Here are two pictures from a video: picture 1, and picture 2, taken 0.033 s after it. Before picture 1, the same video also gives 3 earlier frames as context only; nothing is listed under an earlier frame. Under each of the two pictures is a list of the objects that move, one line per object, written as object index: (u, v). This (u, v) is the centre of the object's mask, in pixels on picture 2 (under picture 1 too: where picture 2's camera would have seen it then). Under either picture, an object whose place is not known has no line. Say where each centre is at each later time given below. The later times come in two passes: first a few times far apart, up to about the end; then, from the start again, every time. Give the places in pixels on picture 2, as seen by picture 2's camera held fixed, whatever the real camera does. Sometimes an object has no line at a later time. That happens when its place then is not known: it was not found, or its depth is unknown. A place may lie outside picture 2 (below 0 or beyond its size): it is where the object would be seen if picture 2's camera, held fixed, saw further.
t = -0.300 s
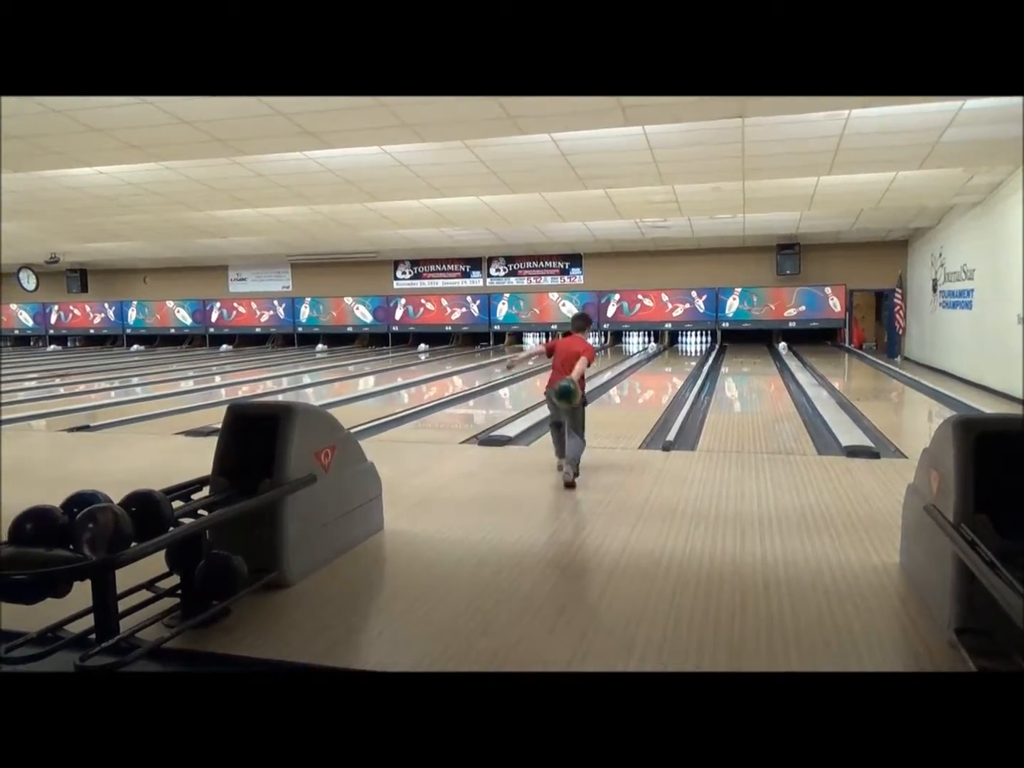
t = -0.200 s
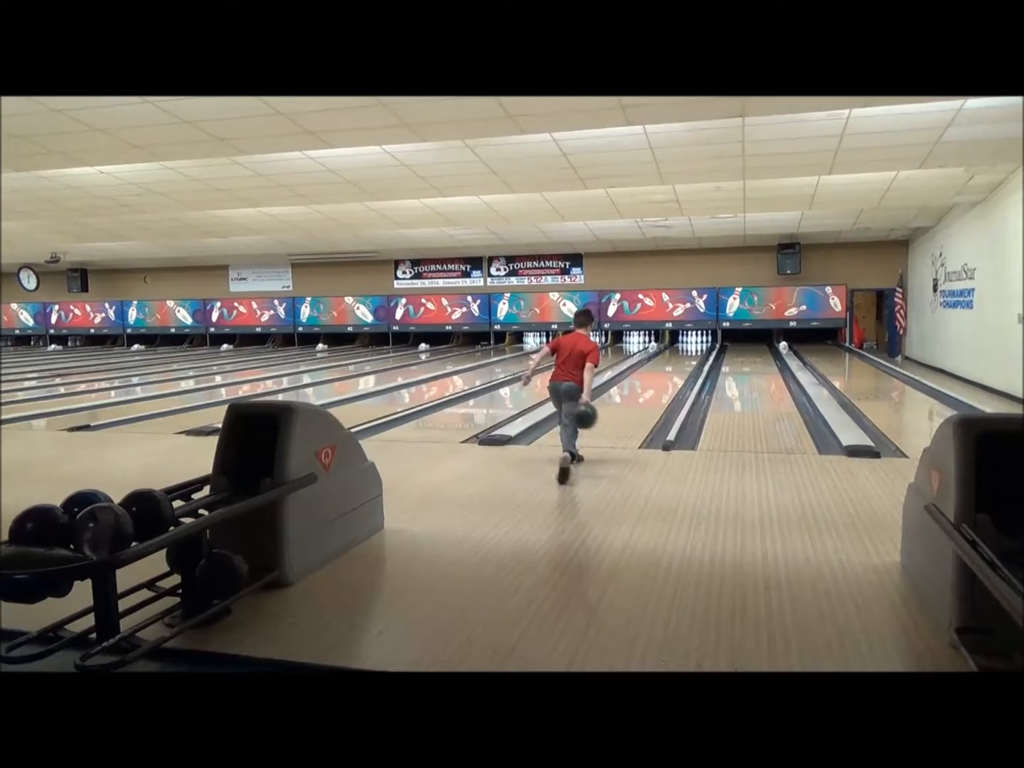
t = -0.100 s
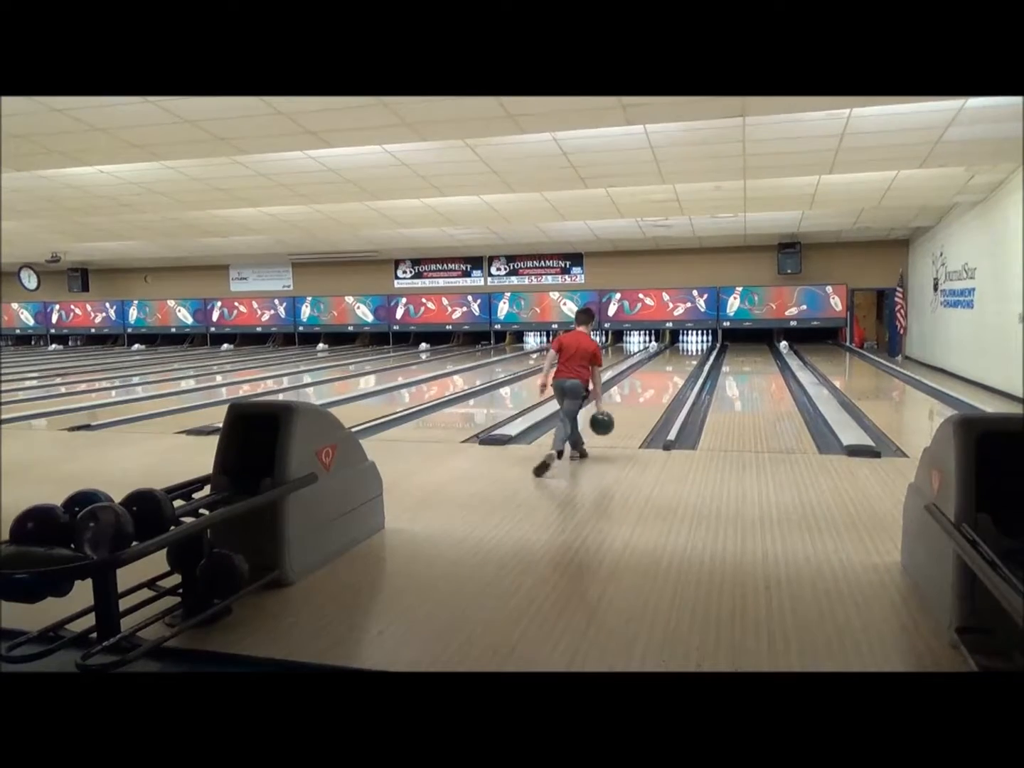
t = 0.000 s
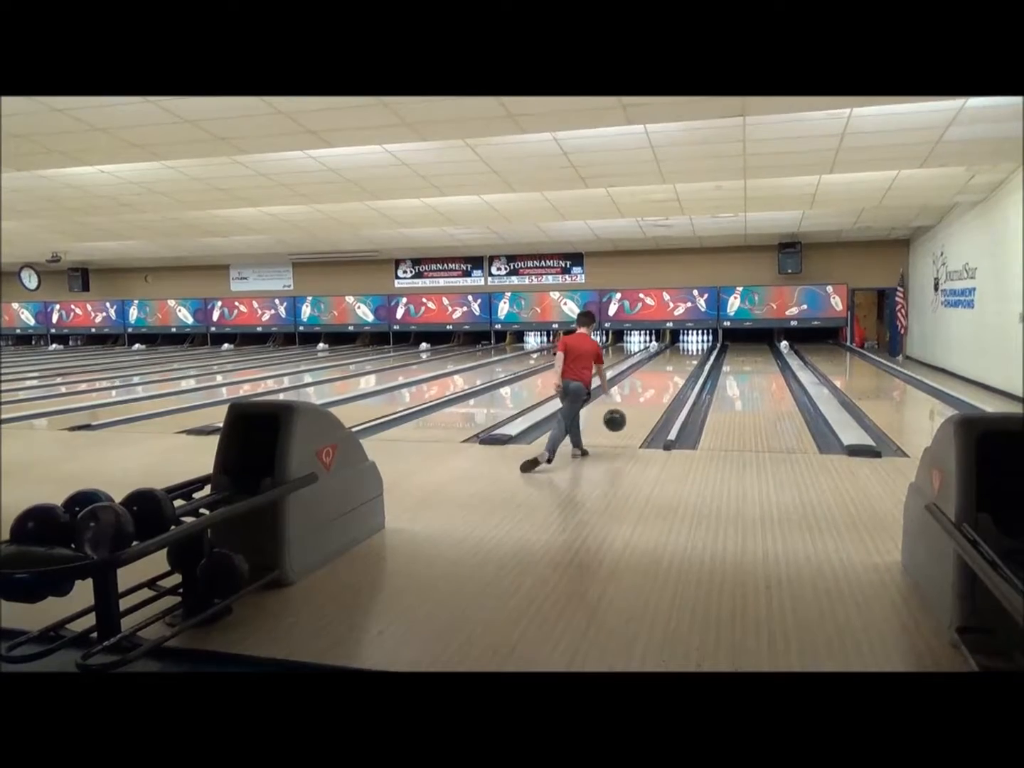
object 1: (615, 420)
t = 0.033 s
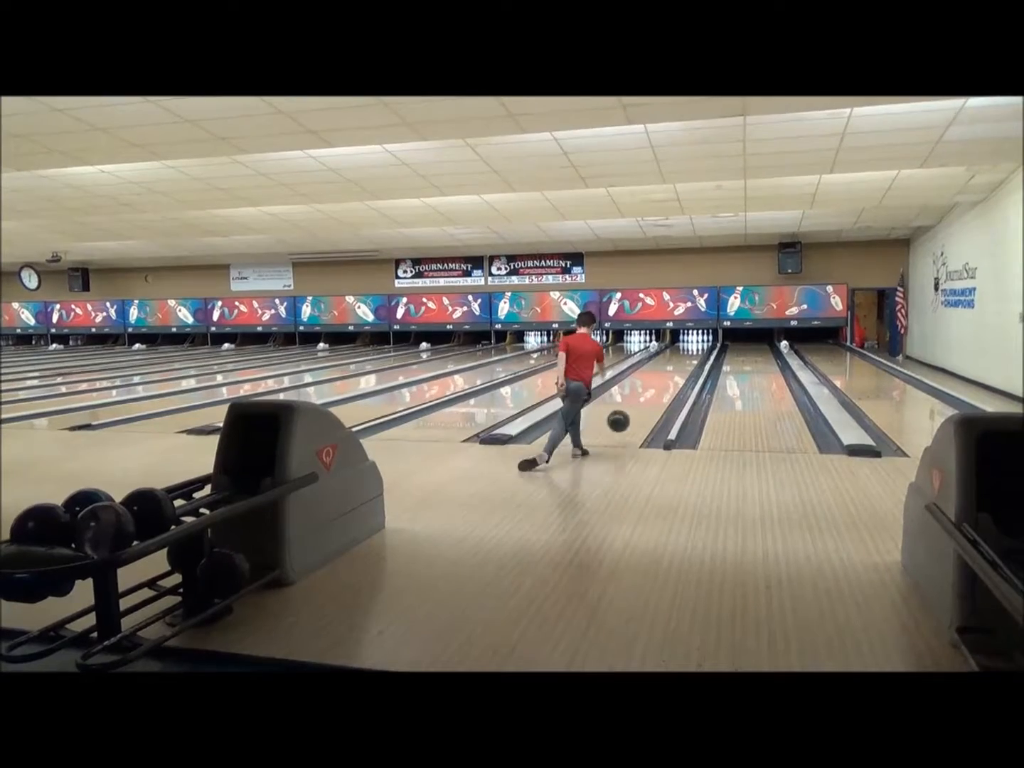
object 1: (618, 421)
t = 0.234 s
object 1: (636, 416)
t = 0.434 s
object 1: (649, 402)
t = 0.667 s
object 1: (660, 390)
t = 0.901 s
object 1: (670, 379)
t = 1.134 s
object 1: (677, 372)
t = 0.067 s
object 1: (621, 423)
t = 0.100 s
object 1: (625, 426)
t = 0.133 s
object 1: (628, 425)
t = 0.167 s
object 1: (631, 422)
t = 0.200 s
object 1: (633, 419)
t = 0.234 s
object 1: (636, 416)
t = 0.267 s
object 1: (638, 414)
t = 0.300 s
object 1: (641, 411)
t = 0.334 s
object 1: (643, 409)
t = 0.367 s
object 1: (645, 406)
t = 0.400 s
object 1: (647, 404)
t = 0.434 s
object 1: (649, 402)
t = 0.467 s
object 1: (651, 400)
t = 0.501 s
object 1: (653, 398)
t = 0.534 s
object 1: (654, 396)
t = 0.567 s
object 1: (656, 394)
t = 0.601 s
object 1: (658, 393)
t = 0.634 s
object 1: (659, 391)
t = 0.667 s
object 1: (660, 390)
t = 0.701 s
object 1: (662, 388)
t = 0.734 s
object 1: (663, 386)
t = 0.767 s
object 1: (665, 385)
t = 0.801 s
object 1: (666, 383)
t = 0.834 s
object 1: (667, 382)
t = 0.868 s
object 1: (669, 381)
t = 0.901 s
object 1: (670, 379)
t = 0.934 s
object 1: (671, 378)
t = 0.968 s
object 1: (672, 377)
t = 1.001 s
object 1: (673, 376)
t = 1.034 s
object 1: (674, 375)
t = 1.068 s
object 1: (675, 373)
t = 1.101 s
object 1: (676, 372)
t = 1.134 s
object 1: (677, 372)
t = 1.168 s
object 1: (678, 370)
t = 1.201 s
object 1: (678, 369)
